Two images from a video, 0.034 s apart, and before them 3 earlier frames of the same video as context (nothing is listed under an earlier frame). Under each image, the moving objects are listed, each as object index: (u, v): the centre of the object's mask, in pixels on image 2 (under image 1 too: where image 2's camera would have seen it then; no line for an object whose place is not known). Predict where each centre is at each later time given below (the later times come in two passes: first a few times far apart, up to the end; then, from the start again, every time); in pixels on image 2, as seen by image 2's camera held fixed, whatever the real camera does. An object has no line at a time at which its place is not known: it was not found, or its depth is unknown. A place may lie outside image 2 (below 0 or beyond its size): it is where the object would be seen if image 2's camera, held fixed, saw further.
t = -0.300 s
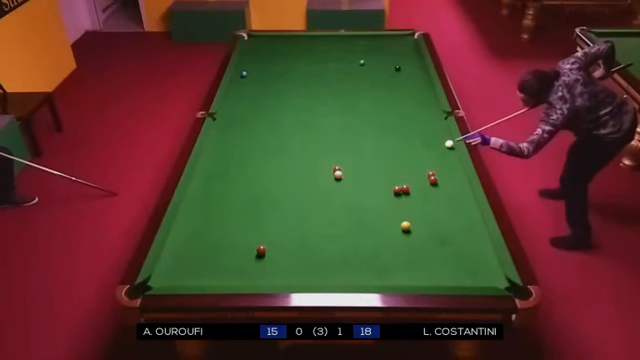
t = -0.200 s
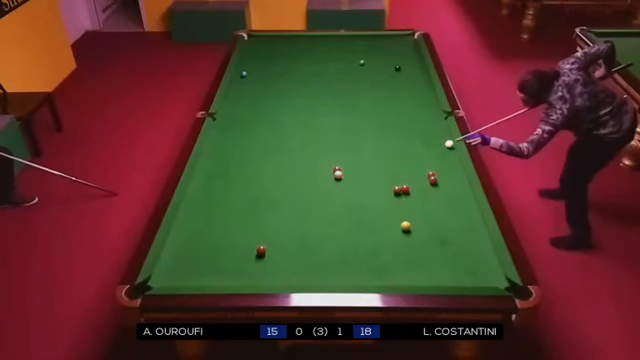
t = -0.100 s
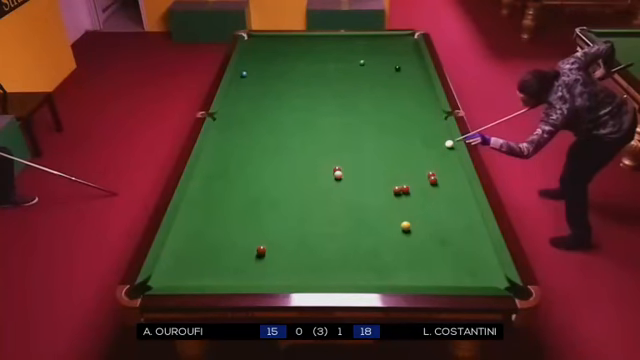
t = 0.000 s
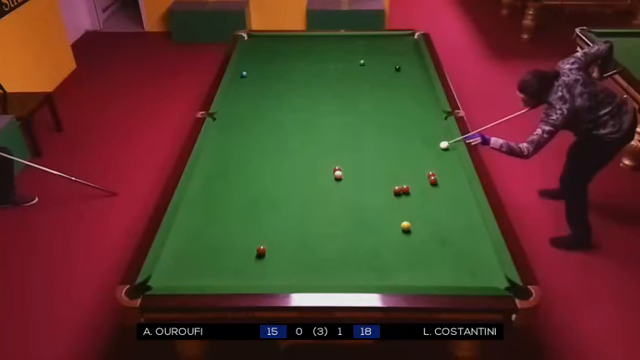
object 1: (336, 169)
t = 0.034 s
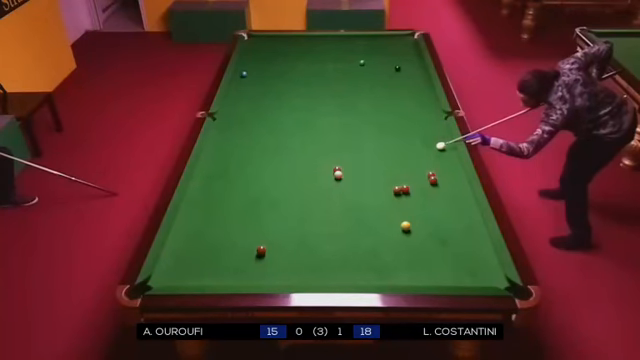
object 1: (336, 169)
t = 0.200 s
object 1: (336, 169)
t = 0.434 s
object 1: (337, 169)
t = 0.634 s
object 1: (336, 169)
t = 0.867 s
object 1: (336, 169)
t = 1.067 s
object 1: (331, 172)
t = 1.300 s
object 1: (316, 176)
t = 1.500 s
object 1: (305, 178)
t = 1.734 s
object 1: (292, 182)
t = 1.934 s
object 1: (281, 184)
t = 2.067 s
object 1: (275, 186)
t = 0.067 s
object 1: (336, 169)
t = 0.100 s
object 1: (336, 169)
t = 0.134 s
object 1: (336, 169)
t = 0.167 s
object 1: (336, 169)
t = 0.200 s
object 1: (336, 169)
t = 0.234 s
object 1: (336, 169)
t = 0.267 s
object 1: (336, 169)
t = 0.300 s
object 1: (336, 169)
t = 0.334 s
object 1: (336, 169)
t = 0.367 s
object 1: (336, 169)
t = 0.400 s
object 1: (337, 169)
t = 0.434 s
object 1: (337, 169)
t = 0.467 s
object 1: (337, 169)
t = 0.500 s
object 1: (336, 169)
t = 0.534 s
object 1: (336, 169)
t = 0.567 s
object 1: (337, 169)
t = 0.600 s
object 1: (336, 169)
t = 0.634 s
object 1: (336, 169)
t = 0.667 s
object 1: (336, 169)
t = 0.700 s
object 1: (336, 169)
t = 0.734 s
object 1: (337, 169)
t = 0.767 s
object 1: (336, 169)
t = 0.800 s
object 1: (336, 169)
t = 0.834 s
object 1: (336, 169)
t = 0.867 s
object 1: (336, 169)
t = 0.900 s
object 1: (336, 169)
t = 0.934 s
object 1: (337, 169)
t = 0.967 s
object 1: (336, 169)
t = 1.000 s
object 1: (335, 169)
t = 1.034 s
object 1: (332, 171)
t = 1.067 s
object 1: (331, 172)
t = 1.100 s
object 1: (329, 173)
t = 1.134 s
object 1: (327, 173)
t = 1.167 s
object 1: (324, 174)
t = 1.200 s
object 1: (322, 175)
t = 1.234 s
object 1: (320, 175)
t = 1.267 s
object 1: (318, 175)
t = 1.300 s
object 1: (316, 176)
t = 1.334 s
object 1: (314, 176)
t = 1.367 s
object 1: (312, 177)
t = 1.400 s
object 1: (311, 177)
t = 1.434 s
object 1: (309, 177)
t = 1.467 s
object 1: (307, 178)
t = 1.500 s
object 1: (305, 178)
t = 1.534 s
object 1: (303, 179)
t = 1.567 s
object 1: (301, 179)
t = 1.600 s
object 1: (299, 180)
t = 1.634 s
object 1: (297, 180)
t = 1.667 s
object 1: (296, 181)
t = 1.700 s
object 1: (294, 181)
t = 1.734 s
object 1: (292, 182)
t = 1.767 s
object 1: (290, 182)
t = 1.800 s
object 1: (288, 182)
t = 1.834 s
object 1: (287, 183)
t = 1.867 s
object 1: (285, 183)
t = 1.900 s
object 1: (283, 184)
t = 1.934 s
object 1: (281, 184)
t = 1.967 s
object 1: (280, 184)
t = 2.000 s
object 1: (278, 185)
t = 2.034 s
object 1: (276, 185)
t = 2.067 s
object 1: (275, 186)
